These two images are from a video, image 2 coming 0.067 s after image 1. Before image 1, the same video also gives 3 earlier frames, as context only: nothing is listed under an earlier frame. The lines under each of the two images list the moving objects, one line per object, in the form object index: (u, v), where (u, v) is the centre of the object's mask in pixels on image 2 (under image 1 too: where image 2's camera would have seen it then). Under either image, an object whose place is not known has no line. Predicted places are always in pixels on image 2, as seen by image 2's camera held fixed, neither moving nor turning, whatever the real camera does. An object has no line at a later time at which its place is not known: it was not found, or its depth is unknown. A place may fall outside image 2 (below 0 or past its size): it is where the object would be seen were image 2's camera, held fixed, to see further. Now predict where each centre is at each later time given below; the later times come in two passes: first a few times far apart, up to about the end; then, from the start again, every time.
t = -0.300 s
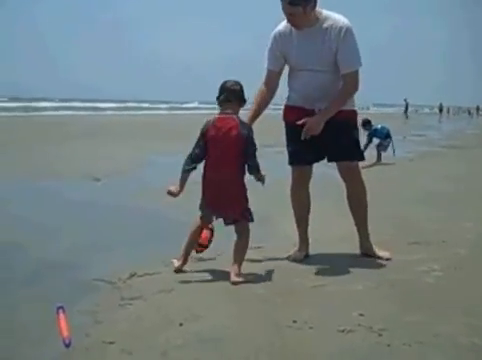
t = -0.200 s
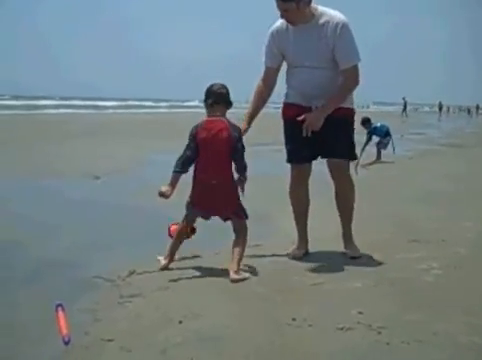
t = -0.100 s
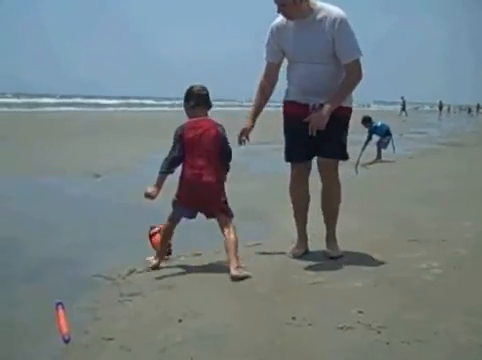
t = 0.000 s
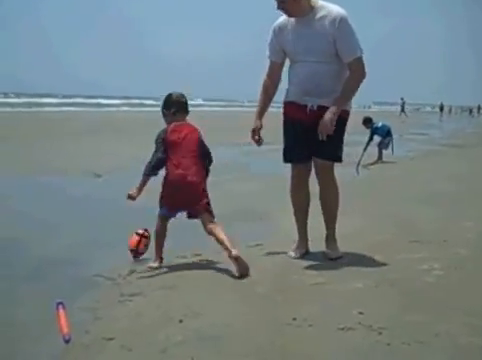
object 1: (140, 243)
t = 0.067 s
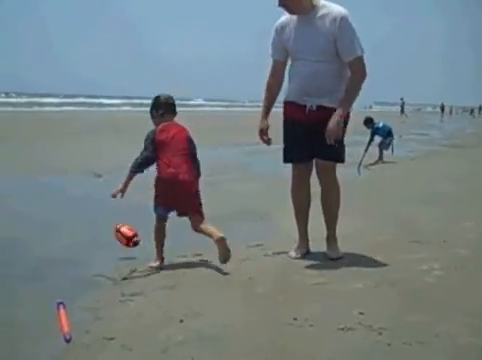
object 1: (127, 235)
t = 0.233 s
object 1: (93, 248)
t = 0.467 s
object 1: (53, 240)
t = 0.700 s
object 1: (42, 240)
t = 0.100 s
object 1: (120, 235)
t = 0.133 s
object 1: (112, 235)
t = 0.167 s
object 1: (106, 237)
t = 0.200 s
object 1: (99, 241)
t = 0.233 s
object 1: (93, 248)
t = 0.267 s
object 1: (87, 247)
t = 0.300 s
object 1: (81, 243)
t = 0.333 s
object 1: (75, 240)
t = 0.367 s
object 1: (69, 239)
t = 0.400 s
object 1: (63, 239)
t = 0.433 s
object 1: (57, 243)
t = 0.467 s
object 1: (53, 240)
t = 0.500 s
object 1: (52, 236)
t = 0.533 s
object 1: (50, 232)
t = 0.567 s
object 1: (48, 231)
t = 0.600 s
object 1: (47, 231)
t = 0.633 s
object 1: (46, 233)
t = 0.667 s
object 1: (45, 237)
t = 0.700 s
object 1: (42, 240)
